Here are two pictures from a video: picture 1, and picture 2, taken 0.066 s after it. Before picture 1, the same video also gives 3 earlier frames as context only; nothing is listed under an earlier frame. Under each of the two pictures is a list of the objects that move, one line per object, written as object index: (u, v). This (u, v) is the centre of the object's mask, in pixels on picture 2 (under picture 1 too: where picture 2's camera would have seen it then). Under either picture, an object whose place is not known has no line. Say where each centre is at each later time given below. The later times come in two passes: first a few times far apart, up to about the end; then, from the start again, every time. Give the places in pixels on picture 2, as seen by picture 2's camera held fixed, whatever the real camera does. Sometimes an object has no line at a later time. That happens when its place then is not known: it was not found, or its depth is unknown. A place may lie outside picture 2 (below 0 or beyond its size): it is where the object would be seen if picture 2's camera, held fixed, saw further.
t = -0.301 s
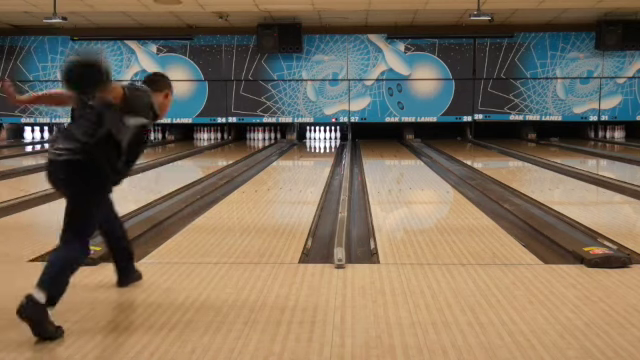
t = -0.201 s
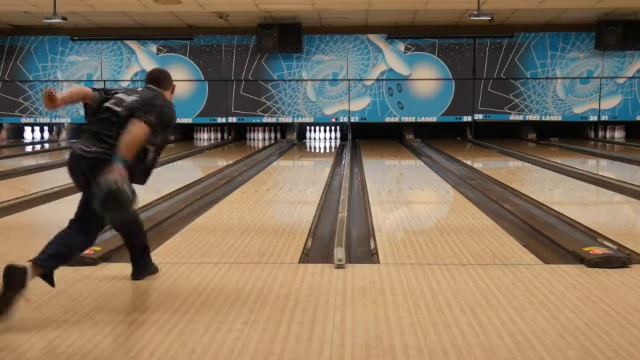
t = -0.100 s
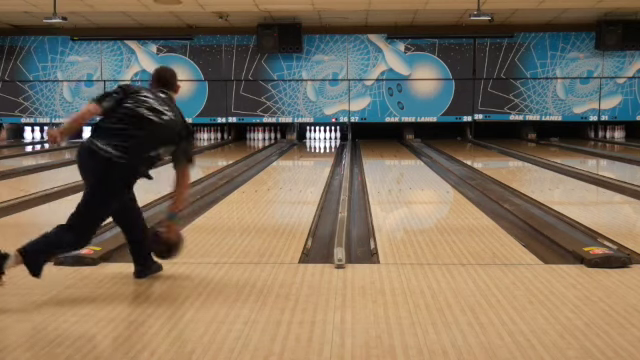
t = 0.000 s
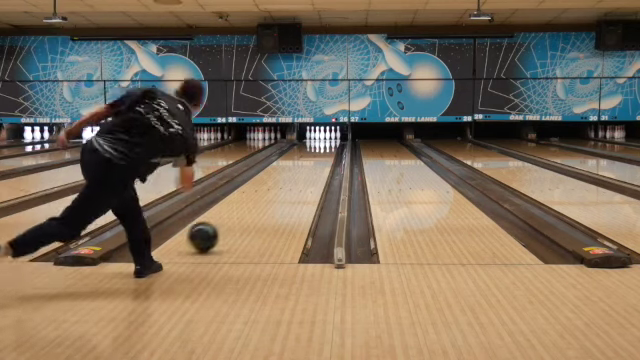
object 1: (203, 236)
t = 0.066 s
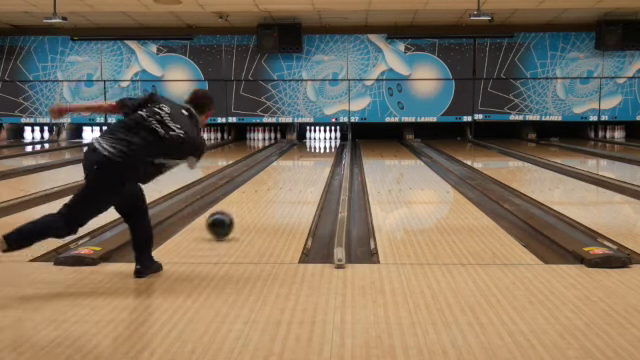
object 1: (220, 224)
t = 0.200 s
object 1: (246, 208)
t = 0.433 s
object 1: (277, 187)
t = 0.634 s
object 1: (294, 175)
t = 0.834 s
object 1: (307, 166)
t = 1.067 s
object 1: (317, 158)
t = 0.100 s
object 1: (227, 219)
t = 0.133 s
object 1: (234, 216)
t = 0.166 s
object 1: (240, 212)
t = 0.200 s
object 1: (246, 208)
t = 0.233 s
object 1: (251, 205)
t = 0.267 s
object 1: (256, 202)
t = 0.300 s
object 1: (261, 198)
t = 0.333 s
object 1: (265, 195)
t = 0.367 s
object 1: (269, 192)
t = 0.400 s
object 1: (273, 190)
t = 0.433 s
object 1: (277, 187)
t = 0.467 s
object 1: (280, 185)
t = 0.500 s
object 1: (283, 183)
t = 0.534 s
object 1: (286, 180)
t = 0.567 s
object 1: (289, 179)
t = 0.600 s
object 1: (292, 177)
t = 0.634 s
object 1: (294, 175)
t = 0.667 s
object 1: (296, 173)
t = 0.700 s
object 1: (298, 172)
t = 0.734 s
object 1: (301, 170)
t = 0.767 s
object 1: (303, 169)
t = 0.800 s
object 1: (305, 167)
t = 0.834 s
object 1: (307, 166)
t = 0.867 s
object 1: (308, 165)
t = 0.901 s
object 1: (310, 164)
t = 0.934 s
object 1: (312, 163)
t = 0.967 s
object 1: (313, 161)
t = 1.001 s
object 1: (315, 160)
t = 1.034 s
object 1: (316, 158)
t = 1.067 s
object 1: (317, 158)
